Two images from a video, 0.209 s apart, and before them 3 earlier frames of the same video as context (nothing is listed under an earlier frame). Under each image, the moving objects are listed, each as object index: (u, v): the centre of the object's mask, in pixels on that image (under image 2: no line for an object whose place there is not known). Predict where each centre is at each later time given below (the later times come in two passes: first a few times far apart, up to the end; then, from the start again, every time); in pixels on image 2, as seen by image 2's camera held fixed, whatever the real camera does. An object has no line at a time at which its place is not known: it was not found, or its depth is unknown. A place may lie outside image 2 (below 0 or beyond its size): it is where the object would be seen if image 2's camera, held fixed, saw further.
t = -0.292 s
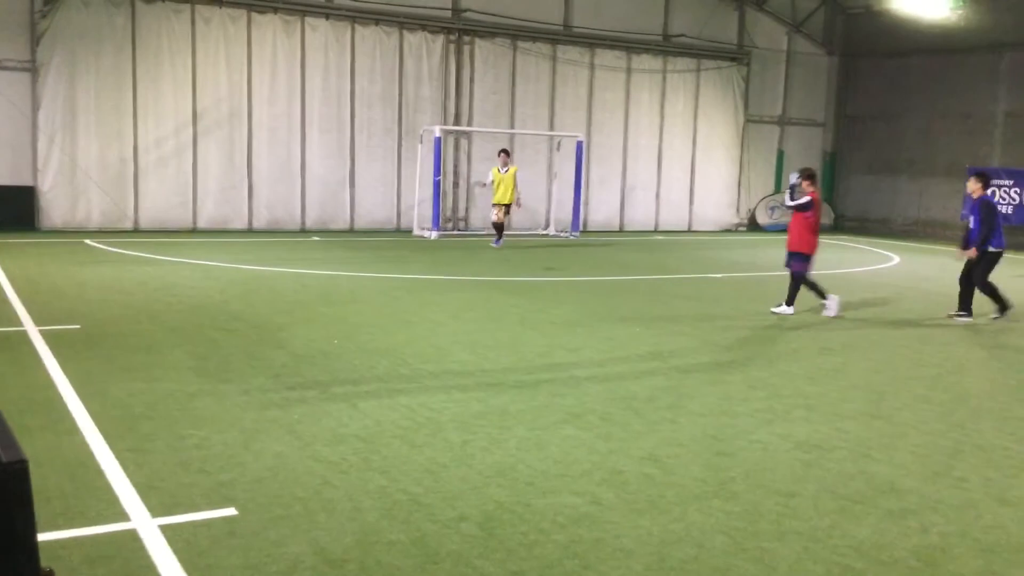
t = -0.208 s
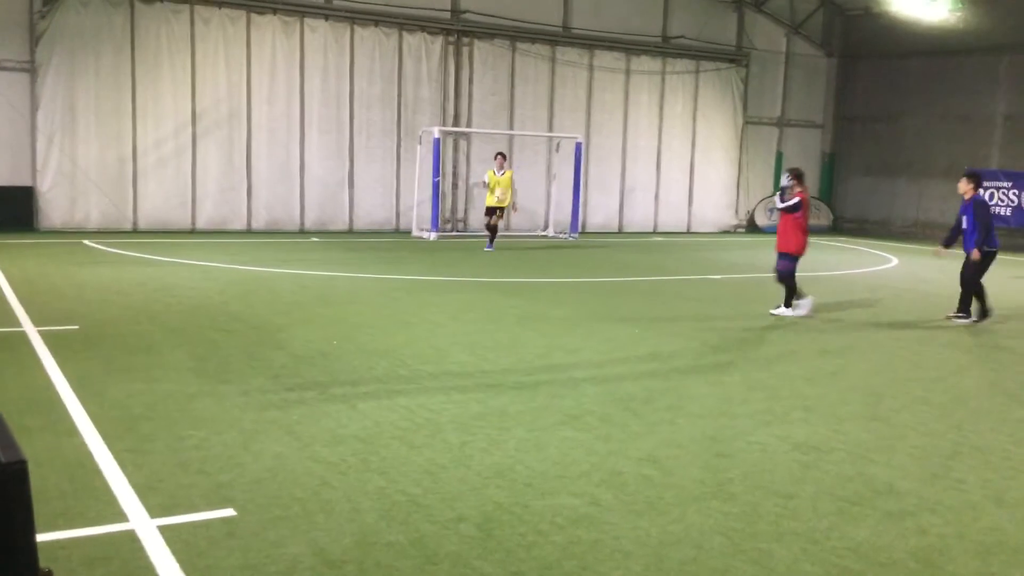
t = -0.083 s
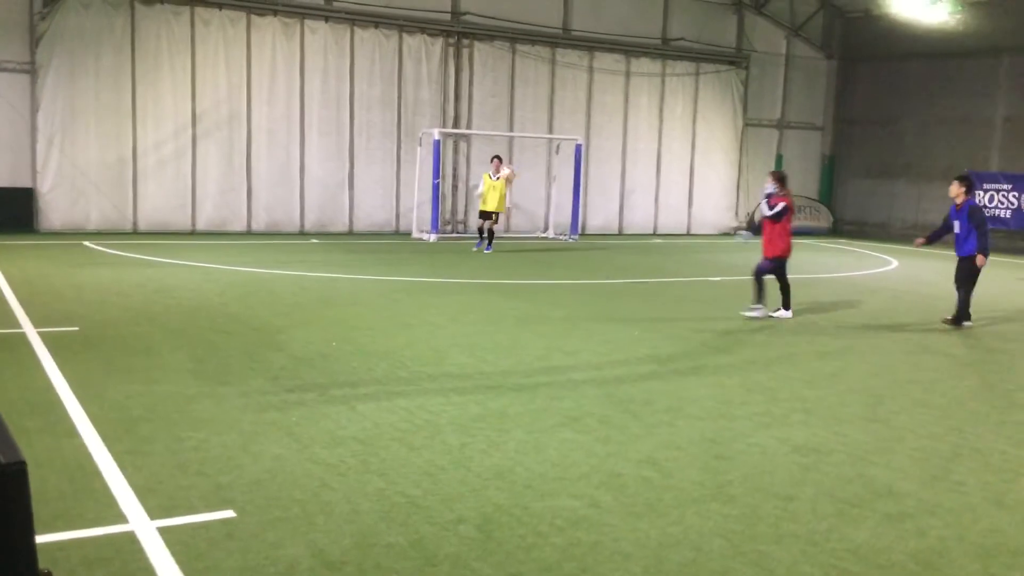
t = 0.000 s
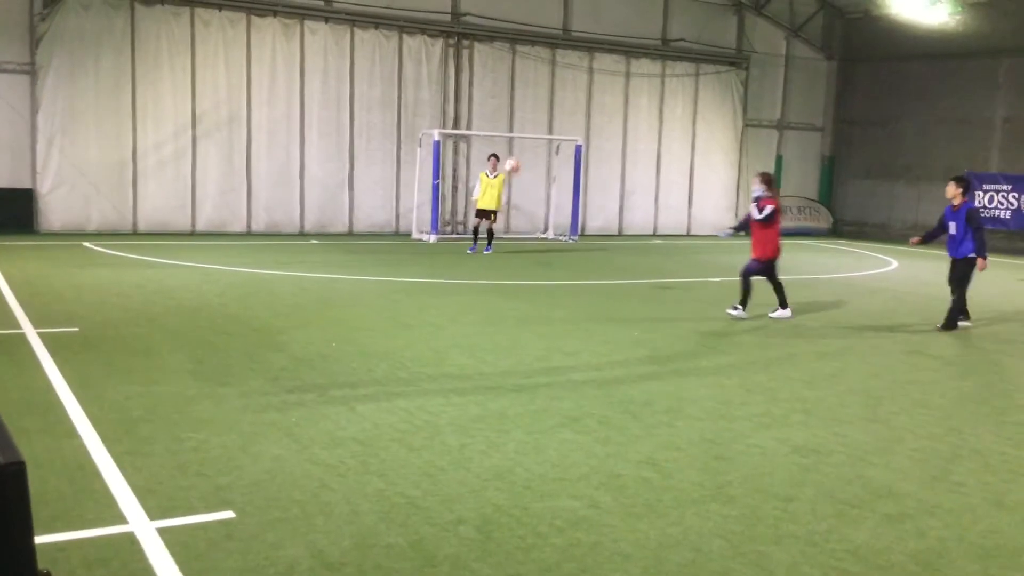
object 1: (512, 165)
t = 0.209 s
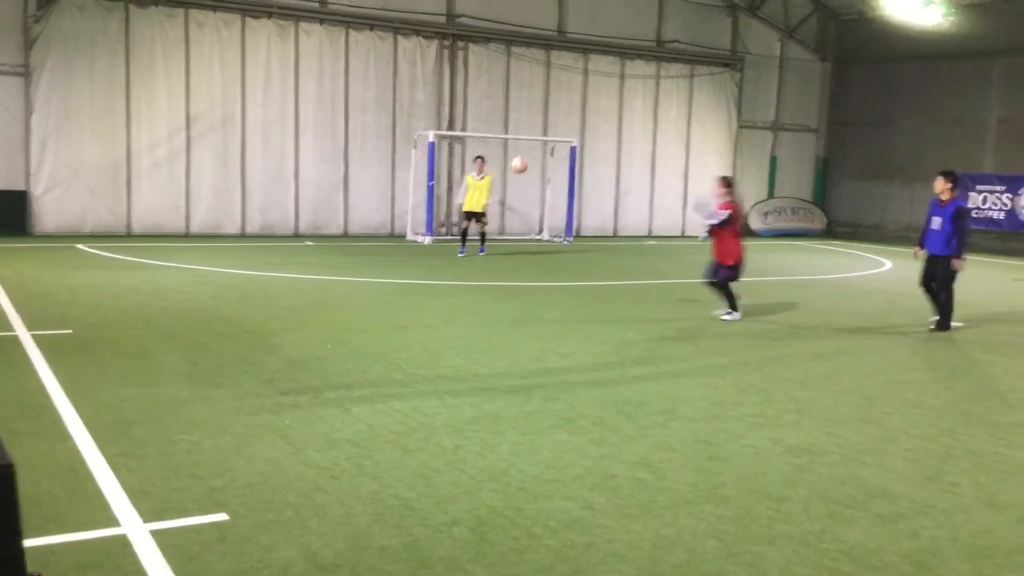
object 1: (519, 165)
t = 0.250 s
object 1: (522, 169)
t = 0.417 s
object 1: (530, 201)
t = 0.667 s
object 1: (544, 300)
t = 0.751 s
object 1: (549, 284)
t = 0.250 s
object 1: (522, 169)
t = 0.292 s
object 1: (524, 175)
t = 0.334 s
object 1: (526, 182)
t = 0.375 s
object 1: (529, 190)
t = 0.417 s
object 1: (530, 201)
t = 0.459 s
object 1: (532, 213)
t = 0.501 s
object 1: (534, 226)
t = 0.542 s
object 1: (537, 244)
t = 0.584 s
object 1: (540, 261)
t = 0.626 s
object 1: (542, 281)
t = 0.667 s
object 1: (544, 300)
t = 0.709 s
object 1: (546, 295)
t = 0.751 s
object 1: (549, 284)
